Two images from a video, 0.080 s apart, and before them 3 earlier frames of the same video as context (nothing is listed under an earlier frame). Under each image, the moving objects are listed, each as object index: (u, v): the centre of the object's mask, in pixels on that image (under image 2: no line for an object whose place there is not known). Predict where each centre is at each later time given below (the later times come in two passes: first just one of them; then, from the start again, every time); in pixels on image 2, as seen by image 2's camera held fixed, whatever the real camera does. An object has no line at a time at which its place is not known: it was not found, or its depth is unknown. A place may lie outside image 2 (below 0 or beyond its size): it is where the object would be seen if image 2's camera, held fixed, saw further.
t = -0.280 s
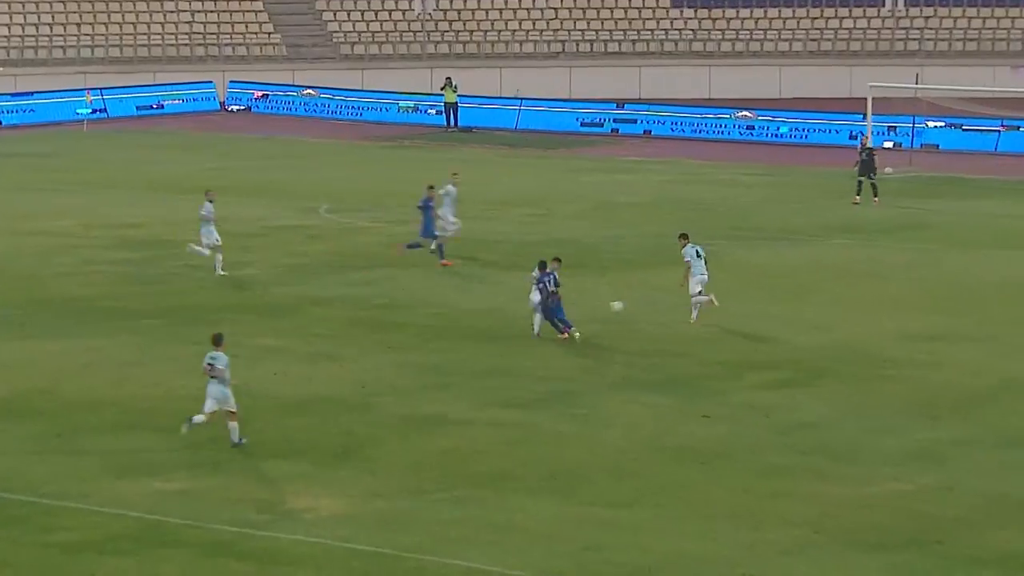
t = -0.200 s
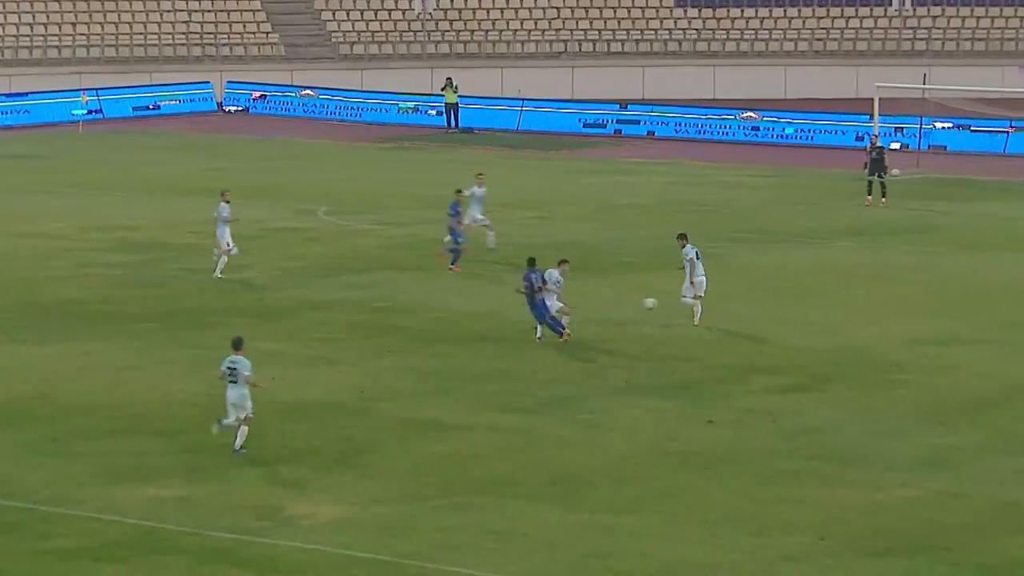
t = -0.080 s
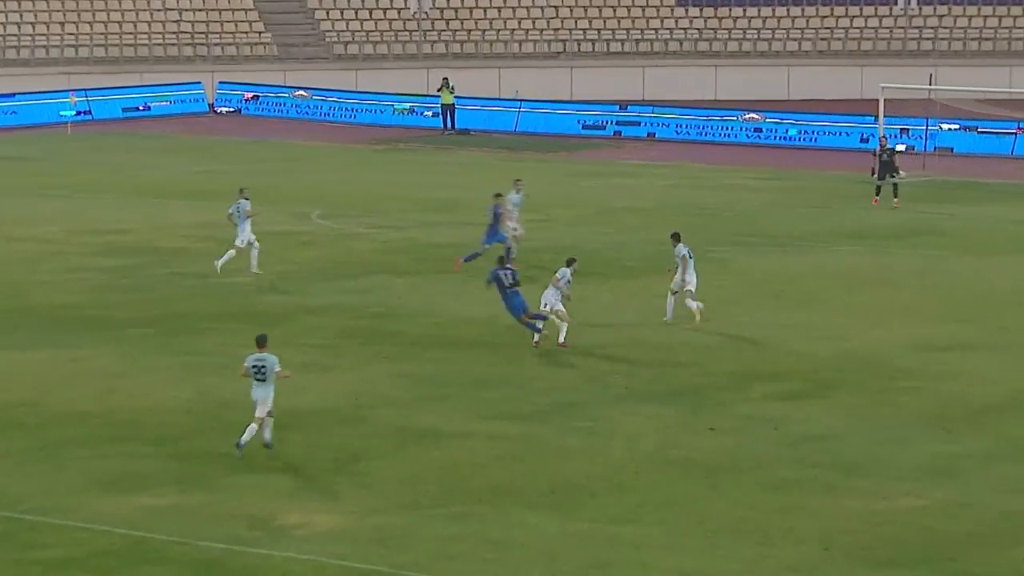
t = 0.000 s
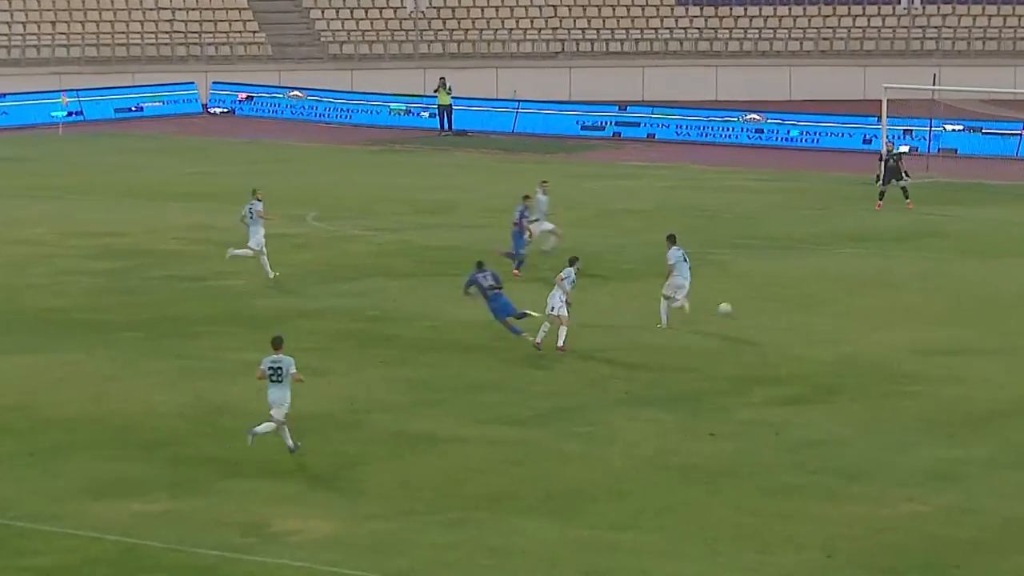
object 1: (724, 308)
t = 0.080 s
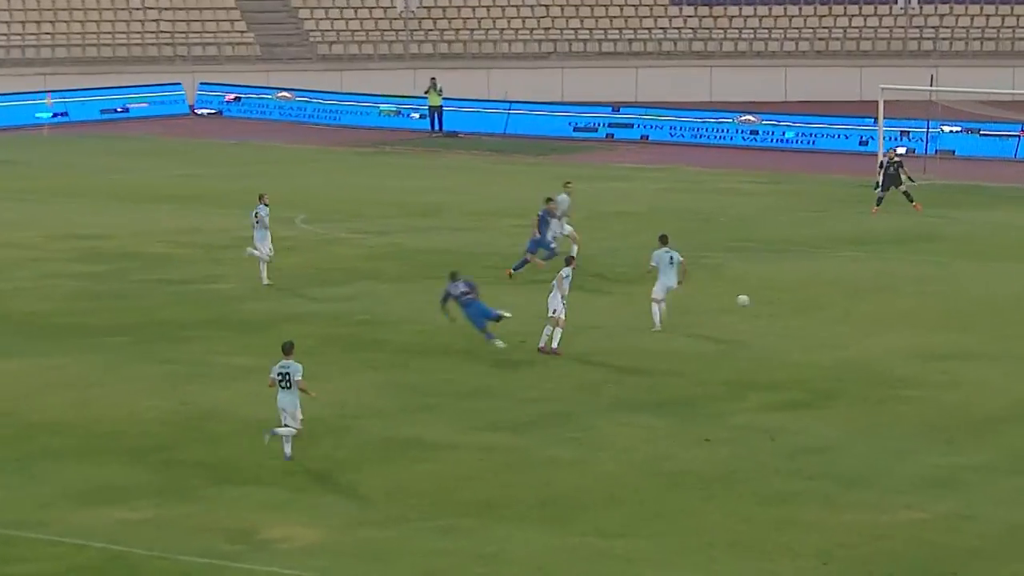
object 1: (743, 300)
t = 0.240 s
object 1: (785, 291)
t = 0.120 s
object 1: (754, 296)
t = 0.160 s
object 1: (765, 294)
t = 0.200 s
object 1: (775, 292)
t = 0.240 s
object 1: (785, 291)
